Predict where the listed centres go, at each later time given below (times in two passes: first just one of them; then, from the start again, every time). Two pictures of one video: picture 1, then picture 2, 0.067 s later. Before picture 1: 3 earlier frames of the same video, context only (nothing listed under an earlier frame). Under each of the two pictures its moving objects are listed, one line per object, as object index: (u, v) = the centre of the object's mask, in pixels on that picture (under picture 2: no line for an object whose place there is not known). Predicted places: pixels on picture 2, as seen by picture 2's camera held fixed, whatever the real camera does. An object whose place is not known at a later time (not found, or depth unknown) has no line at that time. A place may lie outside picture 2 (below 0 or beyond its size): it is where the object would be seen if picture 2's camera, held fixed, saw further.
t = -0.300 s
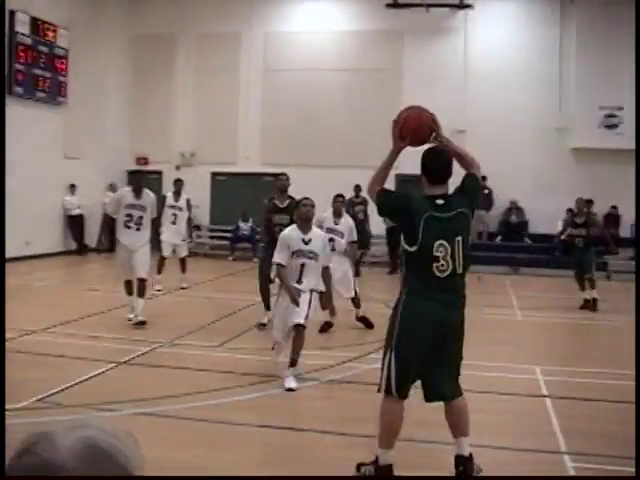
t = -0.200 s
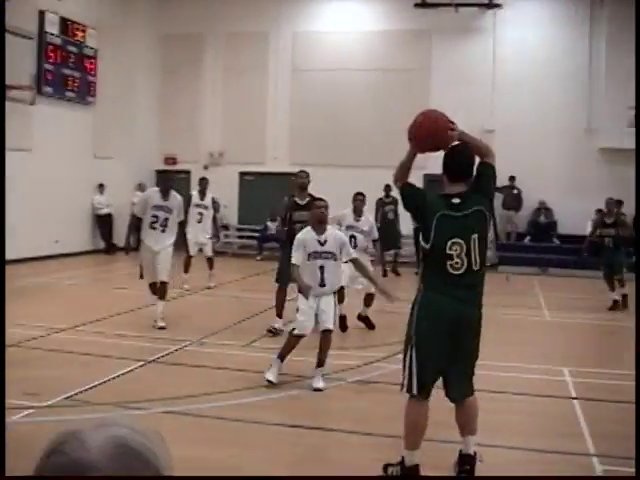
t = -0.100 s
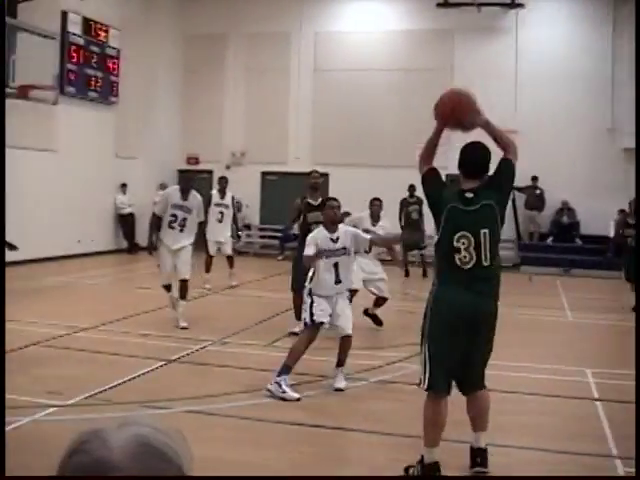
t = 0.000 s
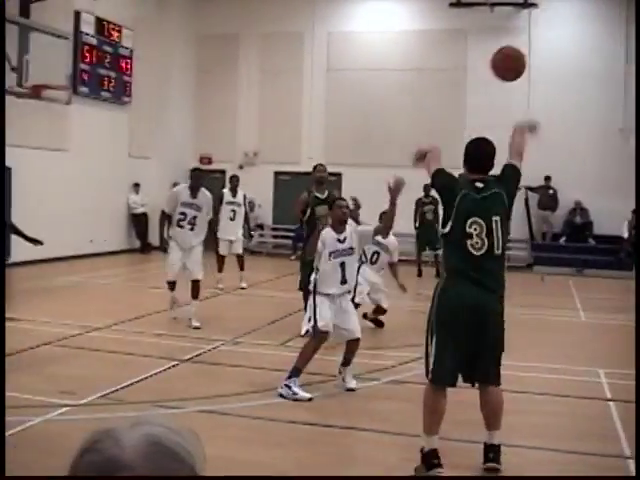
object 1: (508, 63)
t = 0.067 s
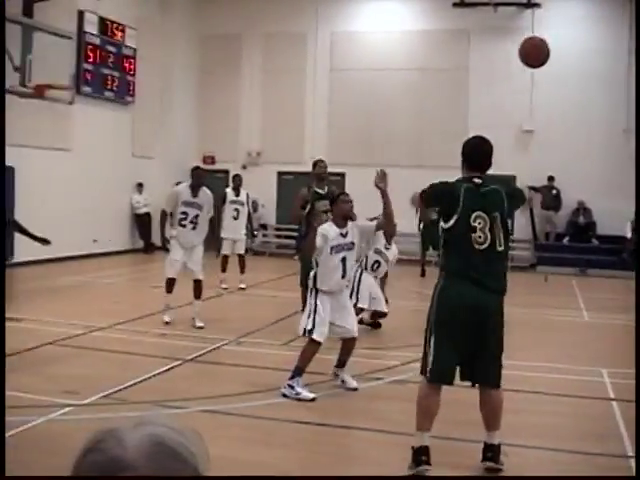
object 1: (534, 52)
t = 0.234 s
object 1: (574, 53)
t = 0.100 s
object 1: (543, 49)
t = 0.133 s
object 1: (550, 48)
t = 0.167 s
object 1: (558, 49)
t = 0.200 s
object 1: (569, 50)
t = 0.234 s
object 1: (574, 53)
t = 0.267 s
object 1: (580, 57)
